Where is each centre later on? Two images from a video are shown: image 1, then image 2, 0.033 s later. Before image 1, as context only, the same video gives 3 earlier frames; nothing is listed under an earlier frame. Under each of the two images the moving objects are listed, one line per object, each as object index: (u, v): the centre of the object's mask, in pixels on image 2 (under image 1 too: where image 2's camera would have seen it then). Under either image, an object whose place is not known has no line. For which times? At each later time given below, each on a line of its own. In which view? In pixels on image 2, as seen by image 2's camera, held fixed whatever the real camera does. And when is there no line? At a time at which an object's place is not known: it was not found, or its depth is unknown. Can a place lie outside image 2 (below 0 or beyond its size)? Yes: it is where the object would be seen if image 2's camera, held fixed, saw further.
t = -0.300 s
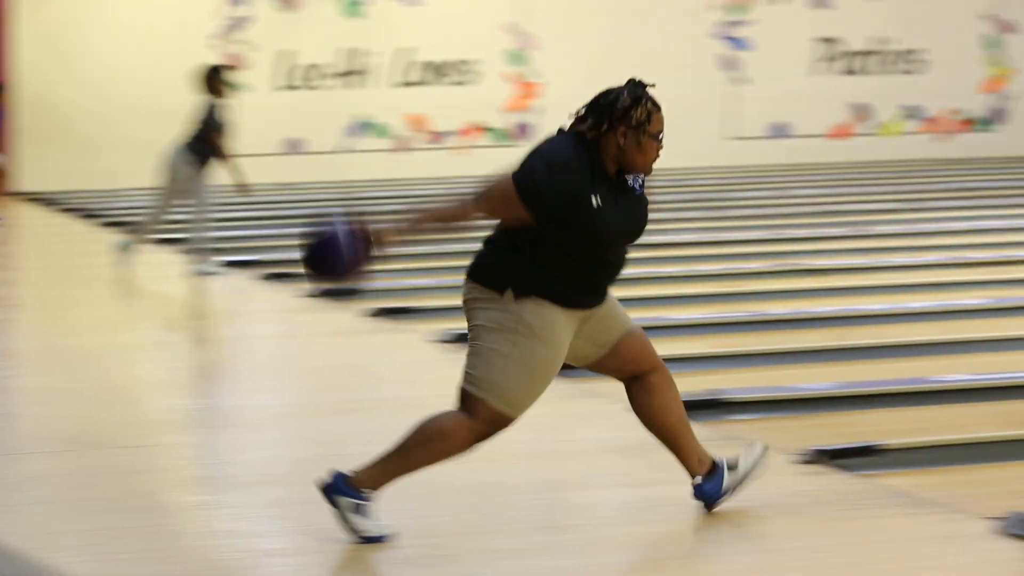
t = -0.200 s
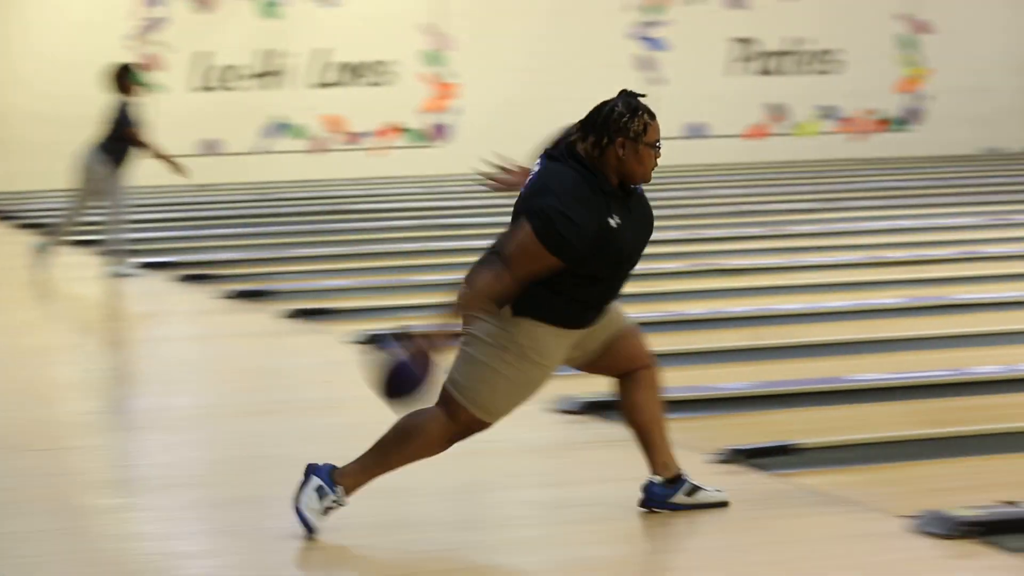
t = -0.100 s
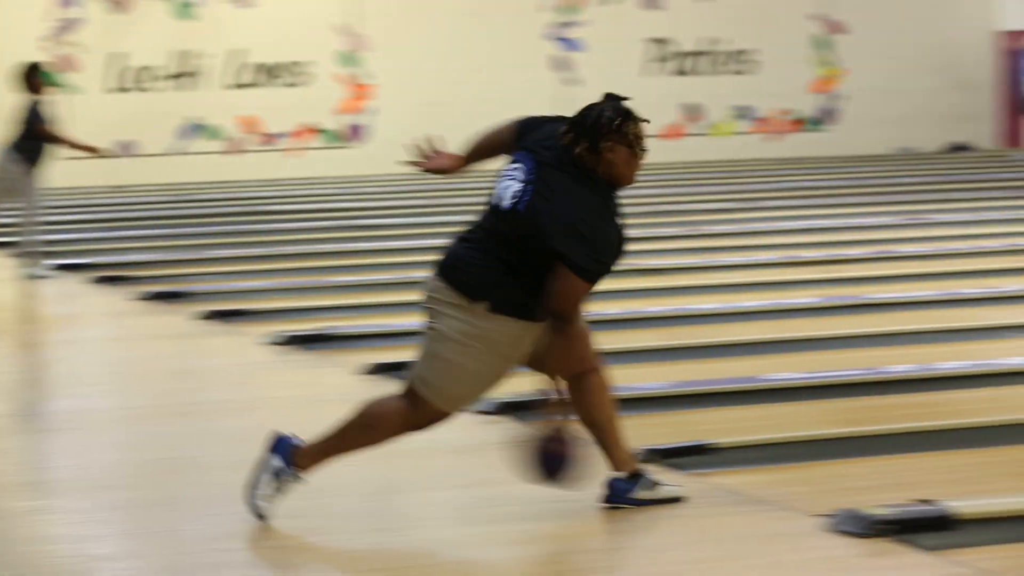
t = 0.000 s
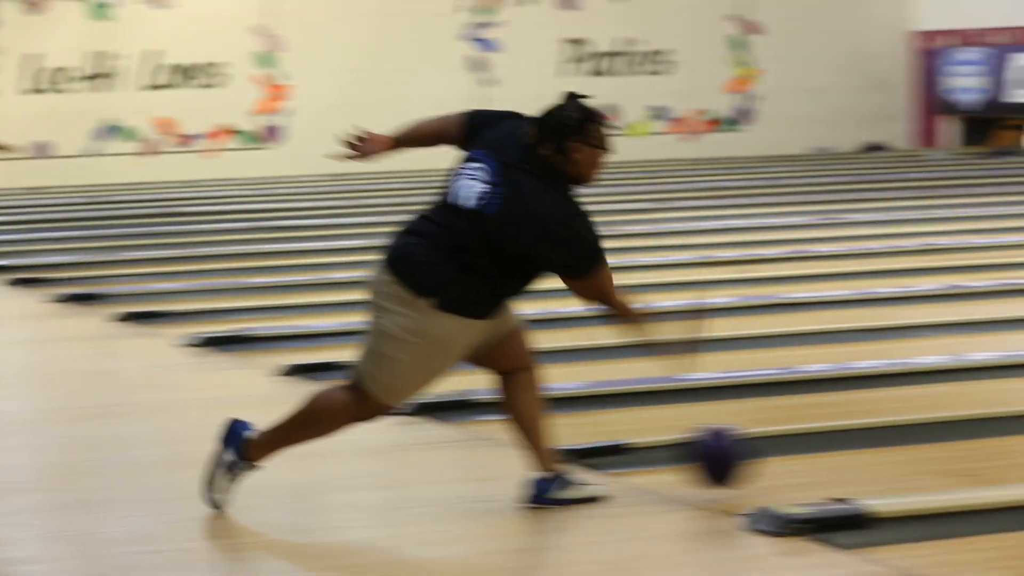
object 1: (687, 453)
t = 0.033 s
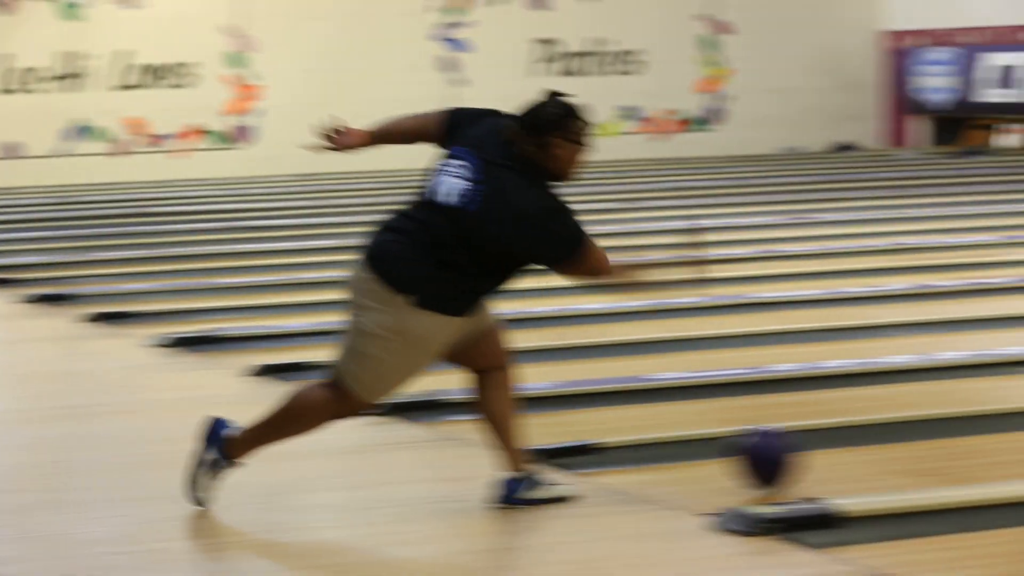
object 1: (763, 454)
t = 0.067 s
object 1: (840, 448)
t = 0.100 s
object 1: (919, 441)
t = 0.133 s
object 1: (995, 438)
